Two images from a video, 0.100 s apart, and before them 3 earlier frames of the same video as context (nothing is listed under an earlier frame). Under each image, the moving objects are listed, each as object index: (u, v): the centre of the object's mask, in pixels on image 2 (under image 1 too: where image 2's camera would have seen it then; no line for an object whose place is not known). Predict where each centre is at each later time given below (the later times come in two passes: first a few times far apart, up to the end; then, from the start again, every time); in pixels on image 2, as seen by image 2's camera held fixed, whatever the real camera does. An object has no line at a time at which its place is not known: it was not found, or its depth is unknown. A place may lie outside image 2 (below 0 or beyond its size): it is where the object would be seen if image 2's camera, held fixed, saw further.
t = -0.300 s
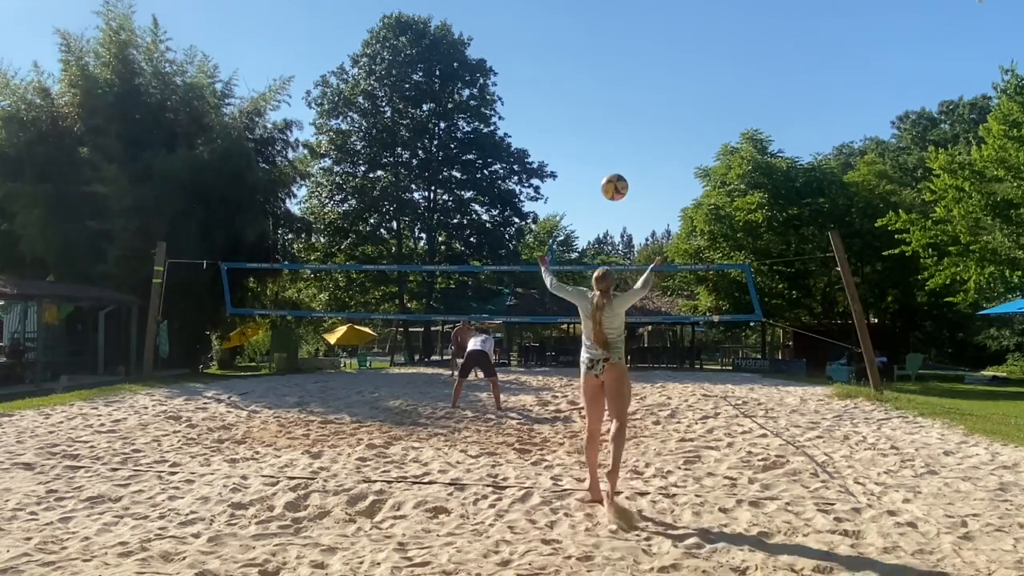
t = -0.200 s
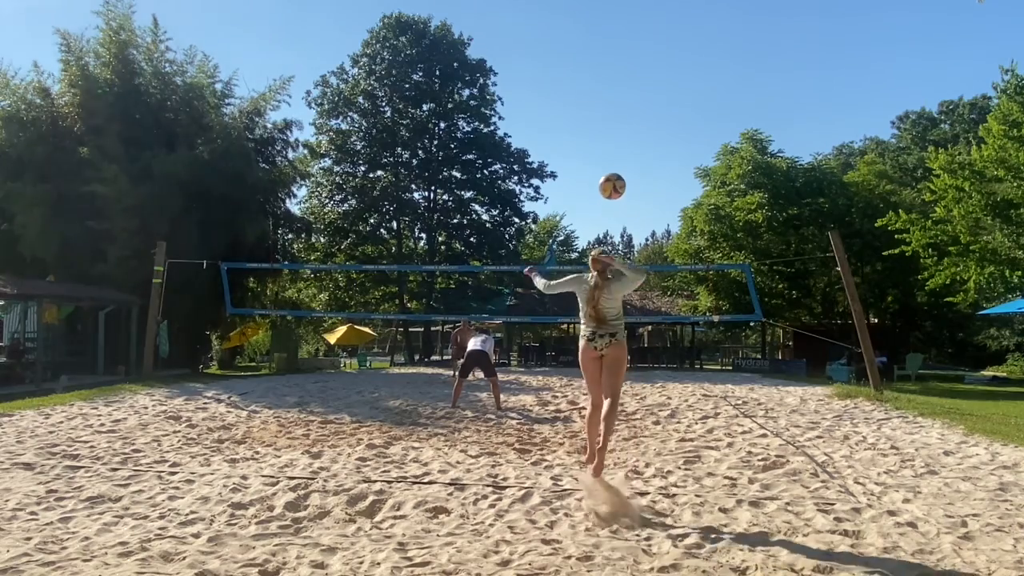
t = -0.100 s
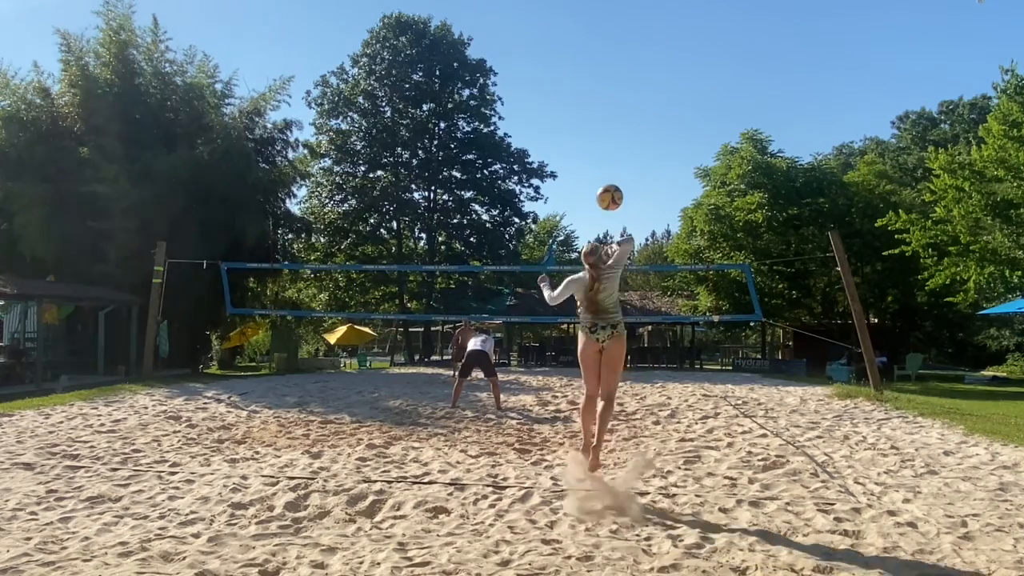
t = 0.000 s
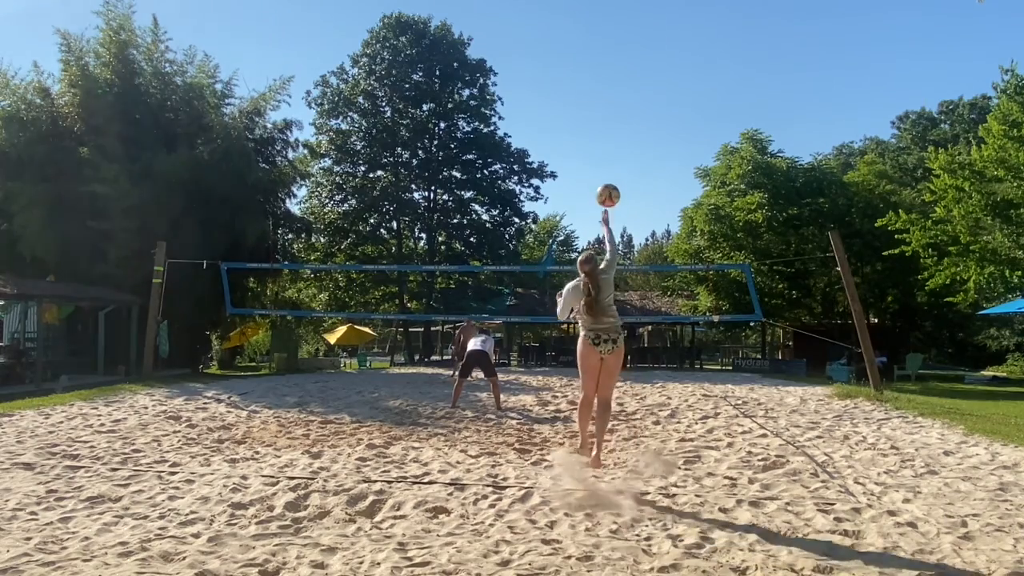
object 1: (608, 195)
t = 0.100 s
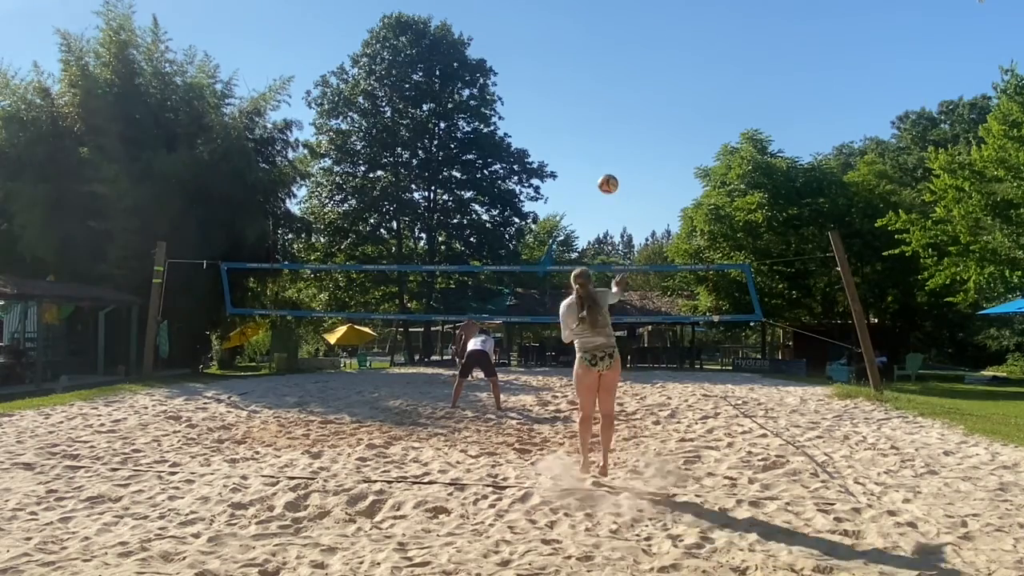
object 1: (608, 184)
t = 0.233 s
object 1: (608, 183)
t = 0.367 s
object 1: (607, 191)
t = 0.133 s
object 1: (608, 182)
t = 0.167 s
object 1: (608, 182)
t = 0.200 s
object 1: (608, 182)
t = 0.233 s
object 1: (608, 183)
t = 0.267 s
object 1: (608, 185)
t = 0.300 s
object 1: (608, 187)
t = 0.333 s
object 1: (607, 189)
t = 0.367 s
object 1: (607, 191)
